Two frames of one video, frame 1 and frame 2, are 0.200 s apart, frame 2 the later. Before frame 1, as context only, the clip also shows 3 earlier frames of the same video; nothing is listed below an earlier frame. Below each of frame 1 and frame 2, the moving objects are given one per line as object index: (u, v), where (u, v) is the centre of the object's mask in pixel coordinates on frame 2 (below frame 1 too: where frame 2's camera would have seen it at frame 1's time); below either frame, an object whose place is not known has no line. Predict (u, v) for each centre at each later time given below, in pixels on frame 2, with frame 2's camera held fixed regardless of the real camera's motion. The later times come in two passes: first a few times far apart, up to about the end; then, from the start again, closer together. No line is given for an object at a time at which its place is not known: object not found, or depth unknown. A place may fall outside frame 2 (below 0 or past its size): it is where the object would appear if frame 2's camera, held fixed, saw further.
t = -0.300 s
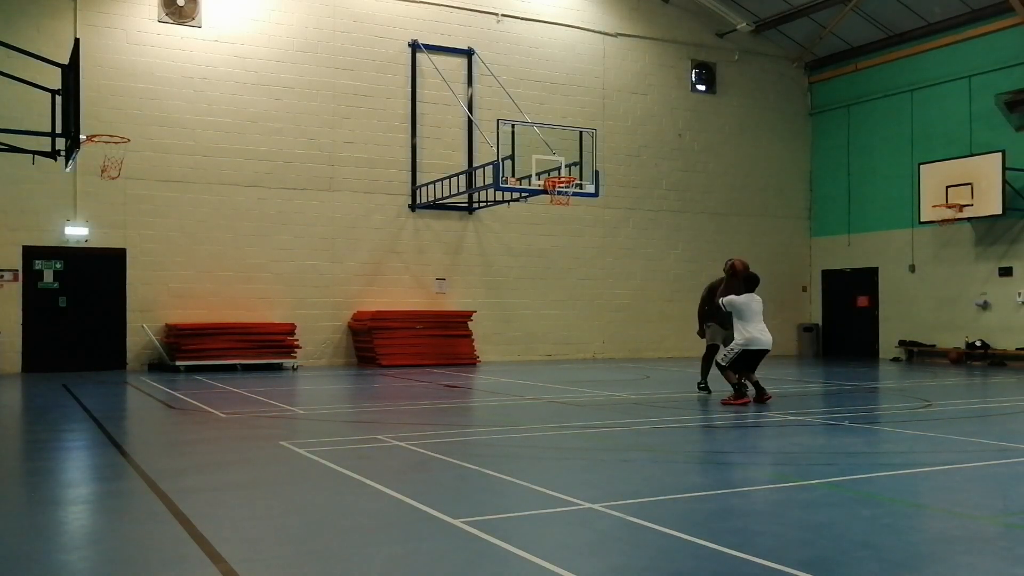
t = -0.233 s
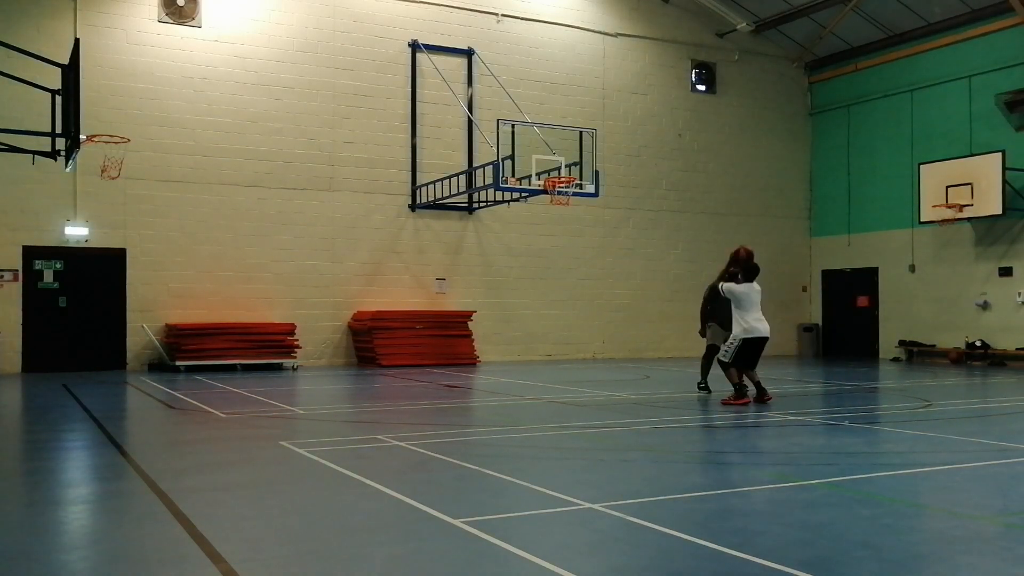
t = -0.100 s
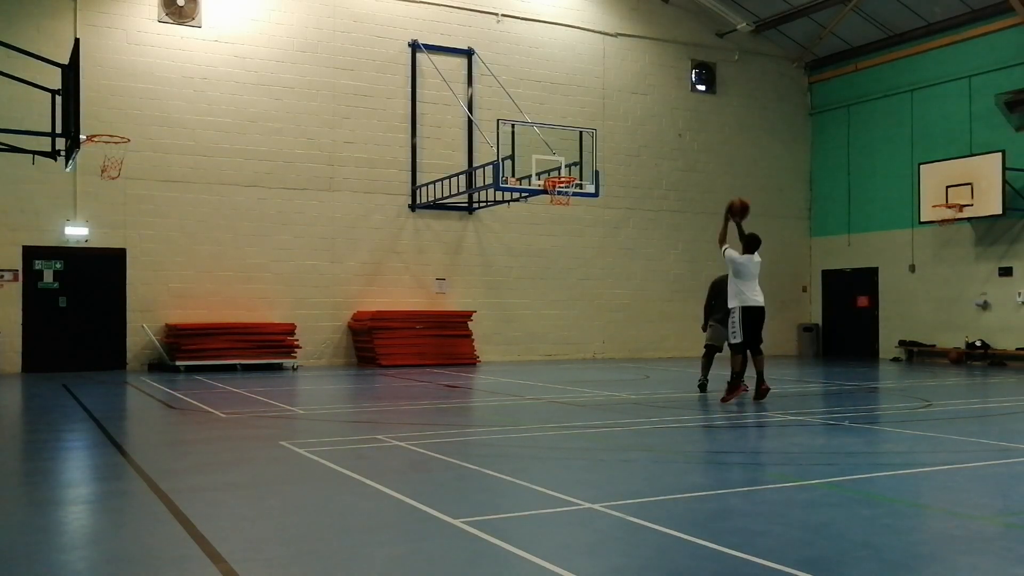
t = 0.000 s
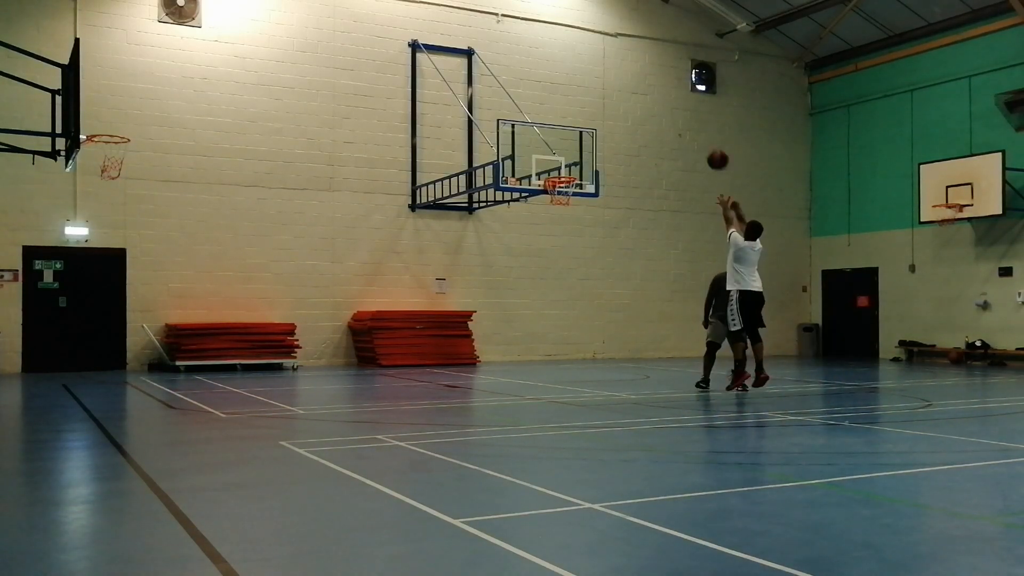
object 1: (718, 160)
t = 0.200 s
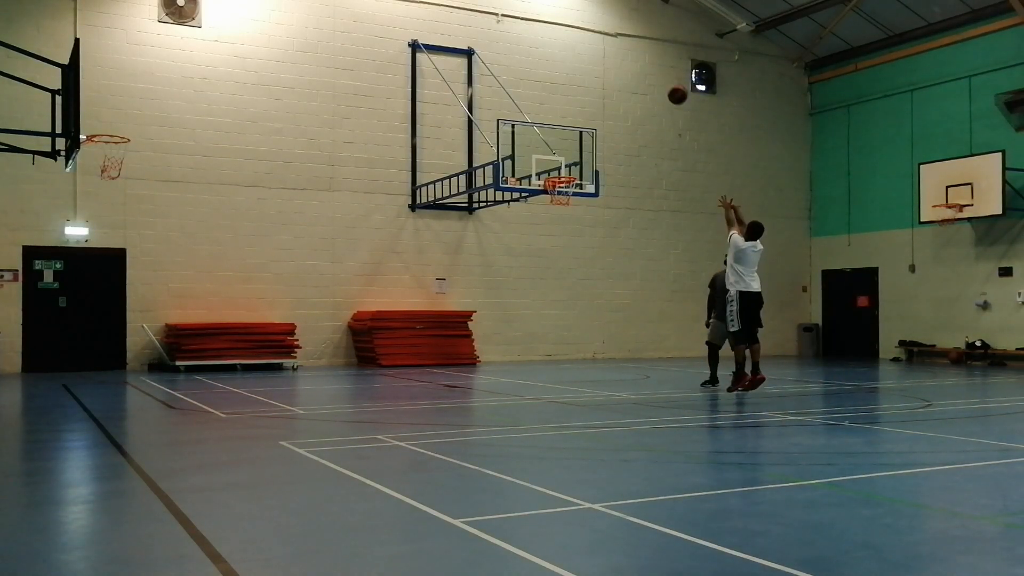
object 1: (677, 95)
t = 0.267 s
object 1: (665, 82)
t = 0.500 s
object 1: (628, 66)
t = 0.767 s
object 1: (592, 97)
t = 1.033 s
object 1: (561, 169)
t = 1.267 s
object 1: (552, 219)
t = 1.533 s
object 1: (550, 295)
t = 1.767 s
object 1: (549, 349)
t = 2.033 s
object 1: (559, 285)
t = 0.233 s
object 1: (672, 88)
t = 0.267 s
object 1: (665, 82)
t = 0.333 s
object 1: (654, 73)
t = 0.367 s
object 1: (648, 70)
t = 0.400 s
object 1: (643, 68)
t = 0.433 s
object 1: (638, 66)
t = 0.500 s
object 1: (628, 66)
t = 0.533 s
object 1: (623, 68)
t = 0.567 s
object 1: (618, 70)
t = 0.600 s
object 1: (614, 73)
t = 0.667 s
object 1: (605, 80)
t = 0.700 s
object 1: (600, 85)
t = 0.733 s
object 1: (596, 91)
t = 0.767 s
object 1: (592, 97)
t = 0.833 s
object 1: (584, 111)
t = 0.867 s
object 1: (580, 120)
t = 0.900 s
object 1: (576, 128)
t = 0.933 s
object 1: (572, 138)
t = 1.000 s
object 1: (565, 158)
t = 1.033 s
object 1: (561, 169)
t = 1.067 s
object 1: (559, 180)
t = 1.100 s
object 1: (556, 193)
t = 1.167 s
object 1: (553, 200)
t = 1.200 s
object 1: (552, 206)
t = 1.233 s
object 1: (552, 212)
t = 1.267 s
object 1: (552, 219)
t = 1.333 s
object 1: (551, 234)
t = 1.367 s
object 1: (551, 242)
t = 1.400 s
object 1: (551, 252)
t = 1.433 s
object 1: (550, 261)
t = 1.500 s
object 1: (550, 283)
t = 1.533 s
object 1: (550, 295)
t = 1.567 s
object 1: (549, 307)
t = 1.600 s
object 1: (549, 320)
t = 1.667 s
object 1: (548, 348)
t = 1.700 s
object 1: (547, 363)
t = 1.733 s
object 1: (548, 360)
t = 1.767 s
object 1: (549, 349)
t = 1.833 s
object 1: (552, 329)
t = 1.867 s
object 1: (553, 320)
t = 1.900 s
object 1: (554, 312)
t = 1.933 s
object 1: (556, 304)
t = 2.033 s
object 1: (559, 285)
